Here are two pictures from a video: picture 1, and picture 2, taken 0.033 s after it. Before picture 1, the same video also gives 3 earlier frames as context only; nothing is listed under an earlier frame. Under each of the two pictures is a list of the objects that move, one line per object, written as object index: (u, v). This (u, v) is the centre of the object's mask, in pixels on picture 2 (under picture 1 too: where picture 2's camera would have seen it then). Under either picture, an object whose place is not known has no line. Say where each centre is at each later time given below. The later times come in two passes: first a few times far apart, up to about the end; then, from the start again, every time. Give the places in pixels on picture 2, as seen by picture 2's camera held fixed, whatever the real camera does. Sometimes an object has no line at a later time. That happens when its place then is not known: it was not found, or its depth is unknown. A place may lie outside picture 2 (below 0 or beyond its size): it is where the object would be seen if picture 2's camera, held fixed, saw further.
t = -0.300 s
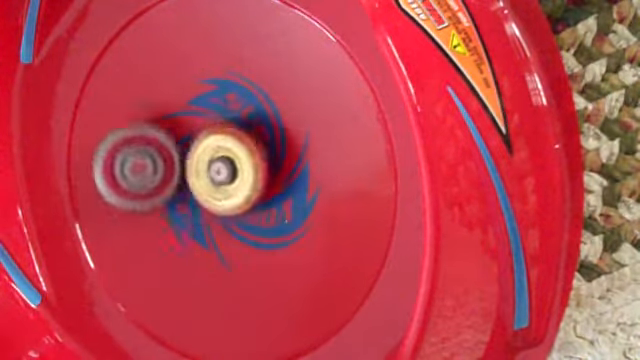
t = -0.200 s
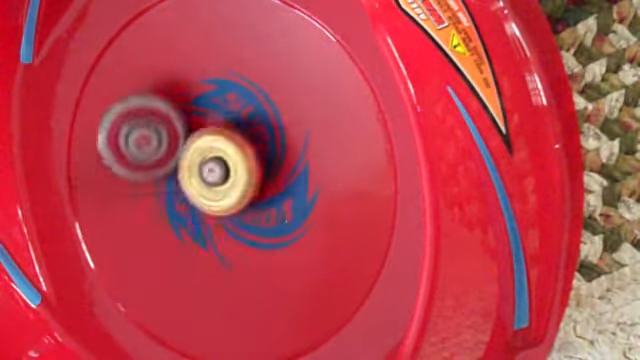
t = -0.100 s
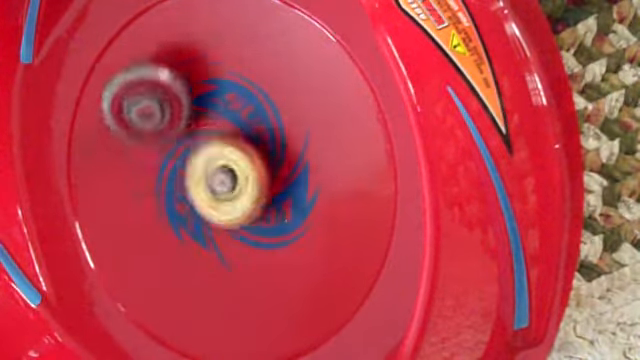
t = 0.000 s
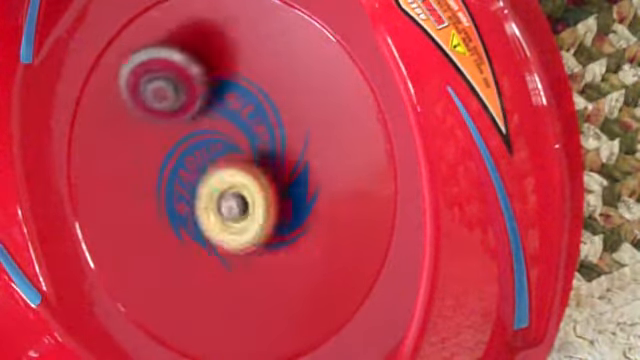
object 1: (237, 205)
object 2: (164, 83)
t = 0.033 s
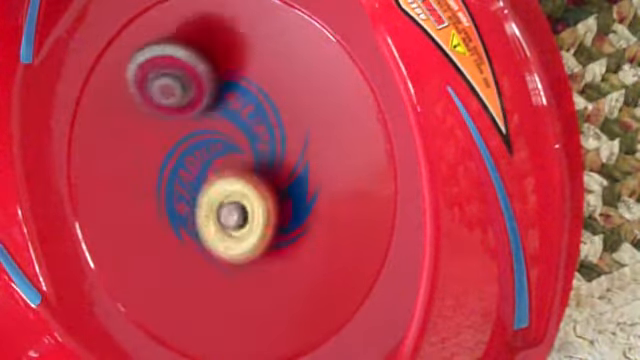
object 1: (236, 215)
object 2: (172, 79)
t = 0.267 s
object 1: (199, 216)
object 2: (232, 86)
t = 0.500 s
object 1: (210, 185)
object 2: (299, 138)
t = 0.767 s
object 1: (212, 190)
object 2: (308, 219)
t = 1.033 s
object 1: (222, 190)
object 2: (254, 270)
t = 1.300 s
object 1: (245, 156)
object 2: (190, 296)
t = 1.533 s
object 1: (252, 181)
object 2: (158, 260)
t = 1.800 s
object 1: (230, 164)
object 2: (132, 159)
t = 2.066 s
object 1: (241, 165)
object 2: (131, 117)
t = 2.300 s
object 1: (245, 191)
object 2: (153, 102)
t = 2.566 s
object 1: (254, 246)
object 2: (190, 115)
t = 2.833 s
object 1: (212, 235)
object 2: (278, 142)
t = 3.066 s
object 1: (195, 190)
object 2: (282, 151)
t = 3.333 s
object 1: (175, 139)
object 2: (275, 198)
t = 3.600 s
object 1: (170, 111)
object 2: (232, 214)
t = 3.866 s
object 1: (195, 131)
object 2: (208, 233)
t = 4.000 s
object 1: (204, 132)
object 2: (202, 225)
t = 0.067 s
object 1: (233, 224)
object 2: (179, 76)
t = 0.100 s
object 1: (228, 230)
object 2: (188, 74)
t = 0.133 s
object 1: (221, 234)
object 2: (196, 74)
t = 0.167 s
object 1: (213, 234)
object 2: (205, 74)
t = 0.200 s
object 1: (207, 230)
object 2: (215, 77)
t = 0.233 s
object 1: (201, 224)
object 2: (224, 81)
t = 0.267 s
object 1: (199, 216)
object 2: (232, 86)
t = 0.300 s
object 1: (199, 206)
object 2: (240, 91)
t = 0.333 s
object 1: (201, 197)
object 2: (248, 99)
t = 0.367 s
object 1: (206, 188)
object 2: (255, 107)
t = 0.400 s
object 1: (211, 181)
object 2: (263, 117)
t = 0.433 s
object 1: (213, 179)
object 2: (272, 126)
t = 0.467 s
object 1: (211, 182)
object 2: (287, 128)
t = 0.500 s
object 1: (210, 185)
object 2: (299, 138)
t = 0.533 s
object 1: (209, 187)
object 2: (305, 150)
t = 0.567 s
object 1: (209, 188)
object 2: (308, 160)
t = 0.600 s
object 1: (209, 189)
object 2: (310, 169)
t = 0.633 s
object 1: (209, 190)
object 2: (311, 179)
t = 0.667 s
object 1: (210, 190)
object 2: (312, 189)
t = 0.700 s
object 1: (210, 190)
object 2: (312, 199)
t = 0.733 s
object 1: (211, 190)
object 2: (311, 209)
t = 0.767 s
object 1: (212, 190)
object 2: (308, 219)
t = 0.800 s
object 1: (213, 190)
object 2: (305, 228)
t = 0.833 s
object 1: (214, 190)
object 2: (301, 236)
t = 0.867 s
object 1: (215, 191)
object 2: (295, 243)
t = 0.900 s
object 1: (217, 190)
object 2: (289, 251)
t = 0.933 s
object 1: (218, 190)
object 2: (282, 257)
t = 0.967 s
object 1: (219, 190)
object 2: (272, 261)
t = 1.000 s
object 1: (221, 190)
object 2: (264, 266)
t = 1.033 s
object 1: (222, 190)
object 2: (254, 270)
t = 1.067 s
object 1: (224, 190)
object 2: (244, 275)
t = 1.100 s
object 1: (223, 185)
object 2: (235, 283)
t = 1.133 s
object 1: (224, 178)
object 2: (226, 287)
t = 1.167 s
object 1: (225, 171)
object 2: (218, 289)
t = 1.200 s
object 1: (228, 164)
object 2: (210, 292)
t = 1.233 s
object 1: (233, 159)
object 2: (203, 294)
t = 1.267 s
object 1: (239, 156)
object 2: (197, 296)
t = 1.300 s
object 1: (245, 156)
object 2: (190, 296)
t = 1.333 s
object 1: (250, 158)
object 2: (181, 293)
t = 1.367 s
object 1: (255, 161)
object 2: (176, 291)
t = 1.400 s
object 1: (257, 165)
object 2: (169, 285)
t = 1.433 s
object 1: (258, 168)
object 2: (166, 282)
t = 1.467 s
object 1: (258, 172)
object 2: (163, 276)
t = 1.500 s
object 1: (256, 178)
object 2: (160, 269)
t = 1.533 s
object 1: (252, 181)
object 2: (158, 260)
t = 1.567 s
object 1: (246, 185)
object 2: (156, 250)
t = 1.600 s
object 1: (240, 187)
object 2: (154, 237)
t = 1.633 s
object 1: (233, 187)
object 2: (153, 222)
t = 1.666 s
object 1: (227, 185)
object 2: (149, 207)
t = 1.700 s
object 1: (225, 178)
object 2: (143, 193)
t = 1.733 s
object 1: (226, 173)
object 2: (138, 180)
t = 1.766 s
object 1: (228, 168)
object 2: (135, 170)
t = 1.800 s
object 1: (230, 164)
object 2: (132, 159)
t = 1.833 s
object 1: (233, 162)
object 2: (130, 151)
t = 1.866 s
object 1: (235, 161)
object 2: (129, 142)
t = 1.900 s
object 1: (238, 159)
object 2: (128, 137)
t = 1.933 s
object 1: (239, 160)
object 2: (127, 131)
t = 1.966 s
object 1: (241, 161)
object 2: (127, 127)
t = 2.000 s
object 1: (241, 163)
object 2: (127, 123)
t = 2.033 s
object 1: (241, 164)
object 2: (128, 120)
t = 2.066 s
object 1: (241, 165)
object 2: (131, 117)
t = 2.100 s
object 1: (240, 166)
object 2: (134, 116)
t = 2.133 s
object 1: (238, 168)
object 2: (137, 114)
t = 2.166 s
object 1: (236, 170)
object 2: (143, 114)
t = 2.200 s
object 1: (233, 171)
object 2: (148, 113)
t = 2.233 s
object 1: (230, 172)
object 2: (158, 114)
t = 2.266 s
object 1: (231, 176)
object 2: (163, 110)
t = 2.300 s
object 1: (245, 191)
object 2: (153, 102)
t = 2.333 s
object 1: (259, 204)
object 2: (150, 91)
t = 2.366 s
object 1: (267, 213)
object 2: (153, 89)
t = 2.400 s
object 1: (268, 220)
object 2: (157, 88)
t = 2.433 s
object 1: (269, 228)
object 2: (163, 91)
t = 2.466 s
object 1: (268, 235)
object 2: (167, 95)
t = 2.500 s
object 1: (265, 240)
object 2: (172, 100)
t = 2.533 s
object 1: (260, 245)
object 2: (180, 107)
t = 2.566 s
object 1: (254, 246)
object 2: (190, 115)
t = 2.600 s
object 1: (248, 246)
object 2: (204, 124)
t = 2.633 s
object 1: (241, 243)
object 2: (217, 132)
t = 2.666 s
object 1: (235, 239)
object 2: (233, 143)
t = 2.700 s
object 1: (230, 241)
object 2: (247, 150)
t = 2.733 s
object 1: (227, 245)
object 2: (258, 143)
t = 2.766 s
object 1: (222, 244)
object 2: (266, 141)
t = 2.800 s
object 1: (217, 240)
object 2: (272, 141)
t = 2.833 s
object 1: (212, 235)
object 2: (278, 142)
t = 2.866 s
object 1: (208, 230)
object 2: (281, 145)
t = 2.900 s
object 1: (204, 224)
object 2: (283, 147)
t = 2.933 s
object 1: (202, 218)
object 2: (284, 149)
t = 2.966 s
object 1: (199, 211)
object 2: (285, 150)
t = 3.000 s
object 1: (198, 204)
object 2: (284, 152)
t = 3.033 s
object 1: (196, 196)
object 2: (283, 152)
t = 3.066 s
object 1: (195, 190)
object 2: (282, 151)
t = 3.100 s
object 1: (194, 182)
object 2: (281, 153)
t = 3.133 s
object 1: (193, 175)
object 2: (279, 156)
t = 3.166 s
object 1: (193, 170)
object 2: (276, 161)
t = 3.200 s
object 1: (193, 162)
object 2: (271, 163)
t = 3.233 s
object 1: (193, 155)
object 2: (267, 170)
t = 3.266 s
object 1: (189, 149)
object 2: (265, 177)
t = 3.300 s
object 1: (180, 143)
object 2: (274, 189)
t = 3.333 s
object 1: (175, 139)
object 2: (275, 198)
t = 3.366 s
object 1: (173, 135)
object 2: (275, 204)
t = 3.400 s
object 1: (170, 131)
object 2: (273, 205)
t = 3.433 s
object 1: (167, 127)
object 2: (268, 205)
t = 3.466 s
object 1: (165, 122)
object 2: (262, 207)
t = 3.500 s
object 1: (164, 118)
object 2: (257, 209)
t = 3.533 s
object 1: (164, 114)
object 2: (250, 211)
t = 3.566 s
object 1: (166, 112)
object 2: (241, 211)
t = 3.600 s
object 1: (170, 111)
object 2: (232, 214)
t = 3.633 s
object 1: (174, 113)
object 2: (225, 215)
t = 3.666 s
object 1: (180, 117)
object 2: (219, 214)
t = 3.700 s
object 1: (185, 122)
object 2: (215, 213)
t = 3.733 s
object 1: (191, 127)
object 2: (211, 211)
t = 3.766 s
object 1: (191, 125)
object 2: (211, 217)
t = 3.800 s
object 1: (189, 124)
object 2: (212, 226)
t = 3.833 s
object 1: (190, 128)
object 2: (211, 231)
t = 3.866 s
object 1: (195, 131)
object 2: (208, 233)
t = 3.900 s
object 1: (198, 133)
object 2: (207, 229)
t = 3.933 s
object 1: (201, 136)
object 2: (204, 225)
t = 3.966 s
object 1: (202, 136)
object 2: (201, 223)
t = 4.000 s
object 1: (204, 132)
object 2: (202, 225)
